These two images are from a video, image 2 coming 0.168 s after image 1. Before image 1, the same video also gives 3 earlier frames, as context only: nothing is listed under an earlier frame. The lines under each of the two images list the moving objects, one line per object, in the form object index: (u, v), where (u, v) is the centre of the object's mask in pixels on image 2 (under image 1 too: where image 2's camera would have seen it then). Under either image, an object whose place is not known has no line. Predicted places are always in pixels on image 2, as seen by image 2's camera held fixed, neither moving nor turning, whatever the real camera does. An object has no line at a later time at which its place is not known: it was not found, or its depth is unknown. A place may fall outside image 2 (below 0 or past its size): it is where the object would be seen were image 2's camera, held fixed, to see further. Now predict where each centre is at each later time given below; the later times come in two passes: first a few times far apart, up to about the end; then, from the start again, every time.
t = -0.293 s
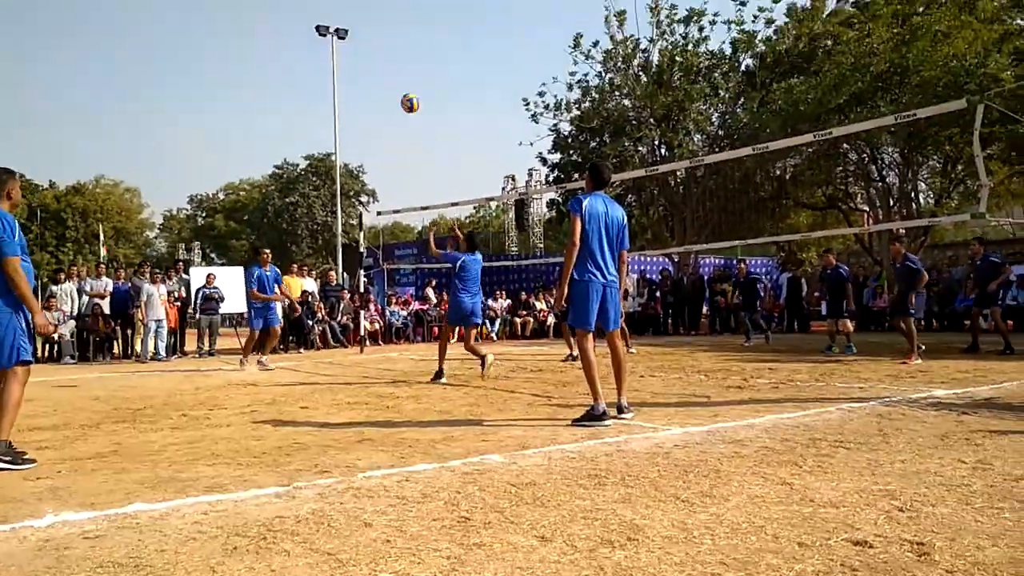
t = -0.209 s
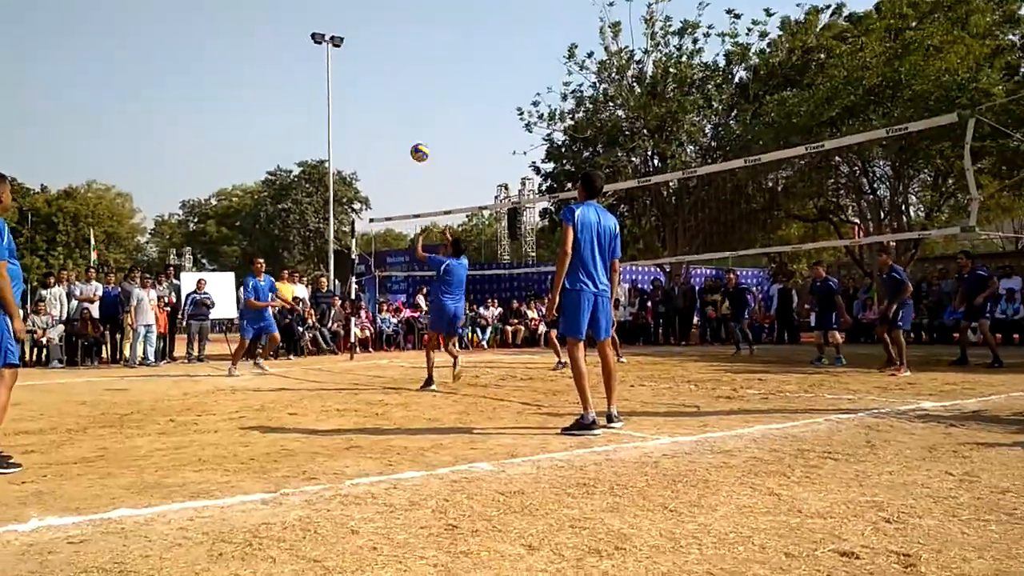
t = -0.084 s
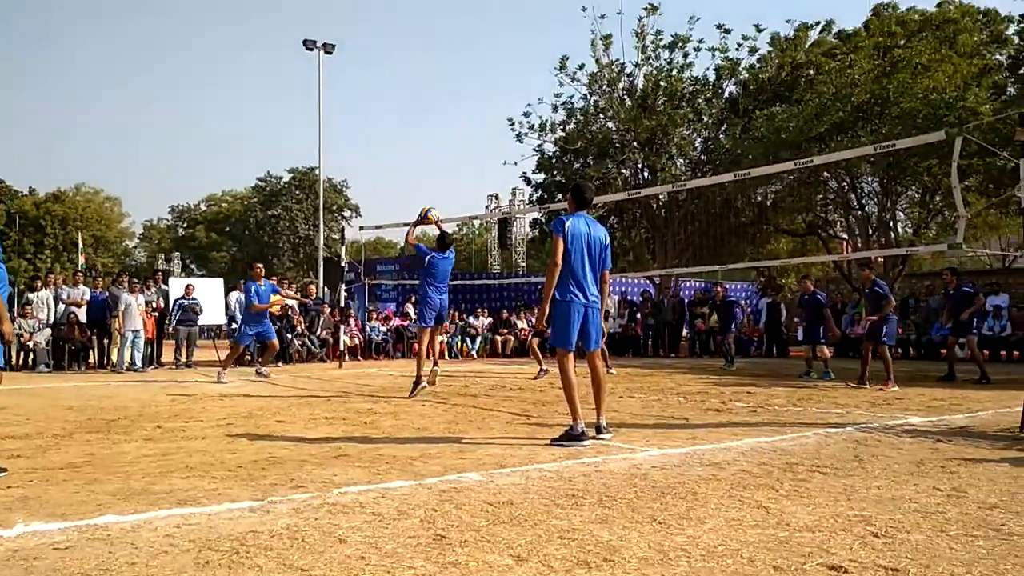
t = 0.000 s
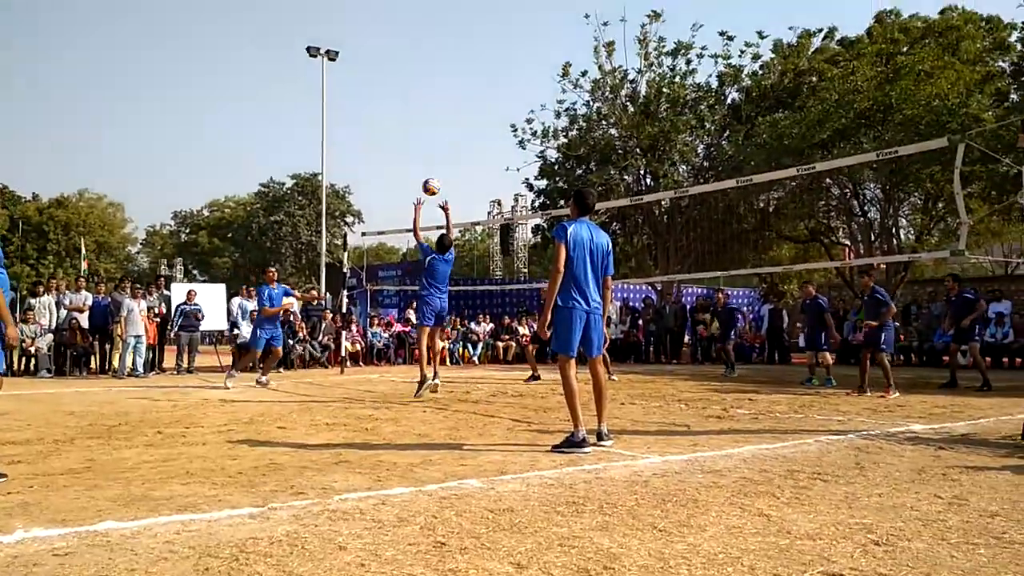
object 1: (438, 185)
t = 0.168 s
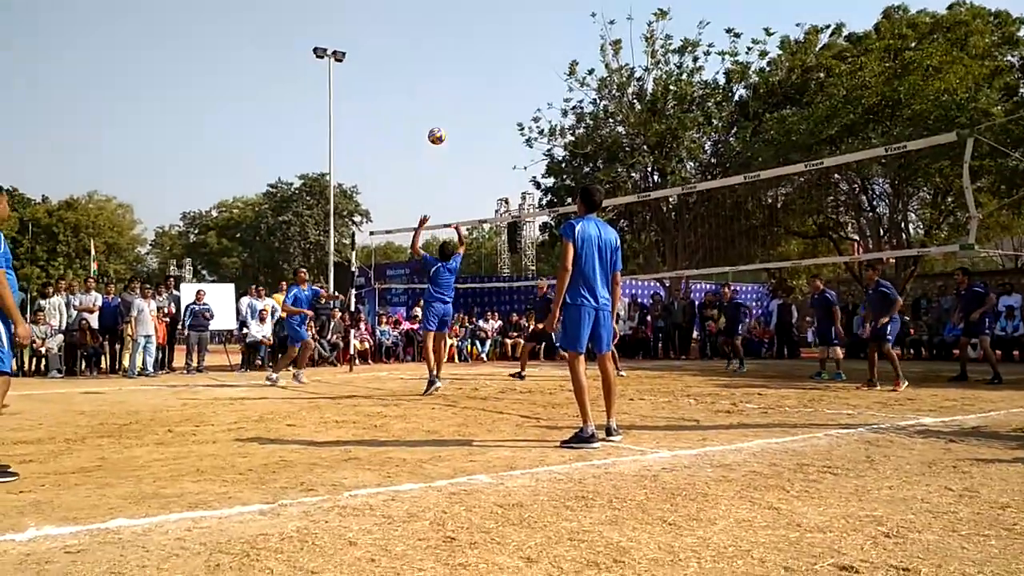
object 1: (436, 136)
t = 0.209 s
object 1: (436, 128)
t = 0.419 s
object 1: (434, 107)
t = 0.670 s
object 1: (431, 128)
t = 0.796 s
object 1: (430, 155)
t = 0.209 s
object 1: (436, 128)
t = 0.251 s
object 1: (435, 121)
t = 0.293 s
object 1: (435, 115)
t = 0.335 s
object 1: (434, 110)
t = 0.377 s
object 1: (434, 108)
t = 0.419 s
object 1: (434, 107)
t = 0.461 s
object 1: (433, 108)
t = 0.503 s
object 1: (433, 109)
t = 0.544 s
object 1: (433, 113)
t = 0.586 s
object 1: (433, 116)
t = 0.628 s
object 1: (432, 122)
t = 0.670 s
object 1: (431, 128)
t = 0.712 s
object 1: (431, 135)
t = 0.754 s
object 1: (430, 144)
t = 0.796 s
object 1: (430, 155)
